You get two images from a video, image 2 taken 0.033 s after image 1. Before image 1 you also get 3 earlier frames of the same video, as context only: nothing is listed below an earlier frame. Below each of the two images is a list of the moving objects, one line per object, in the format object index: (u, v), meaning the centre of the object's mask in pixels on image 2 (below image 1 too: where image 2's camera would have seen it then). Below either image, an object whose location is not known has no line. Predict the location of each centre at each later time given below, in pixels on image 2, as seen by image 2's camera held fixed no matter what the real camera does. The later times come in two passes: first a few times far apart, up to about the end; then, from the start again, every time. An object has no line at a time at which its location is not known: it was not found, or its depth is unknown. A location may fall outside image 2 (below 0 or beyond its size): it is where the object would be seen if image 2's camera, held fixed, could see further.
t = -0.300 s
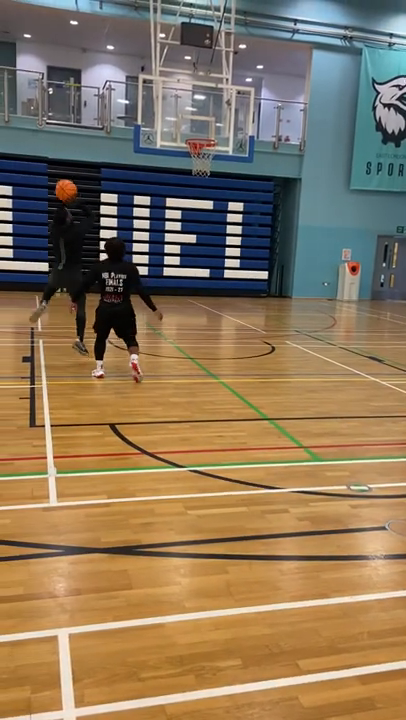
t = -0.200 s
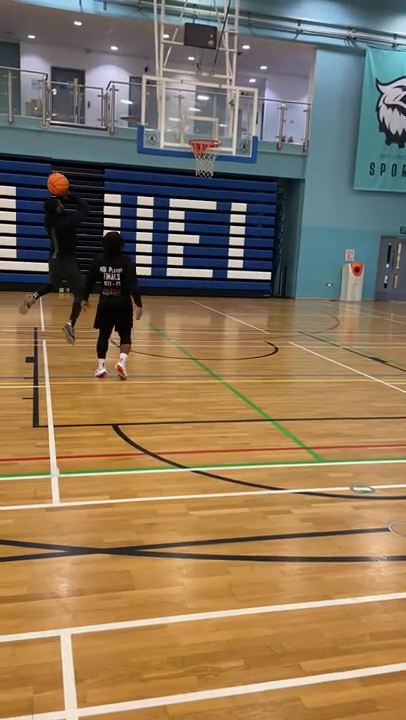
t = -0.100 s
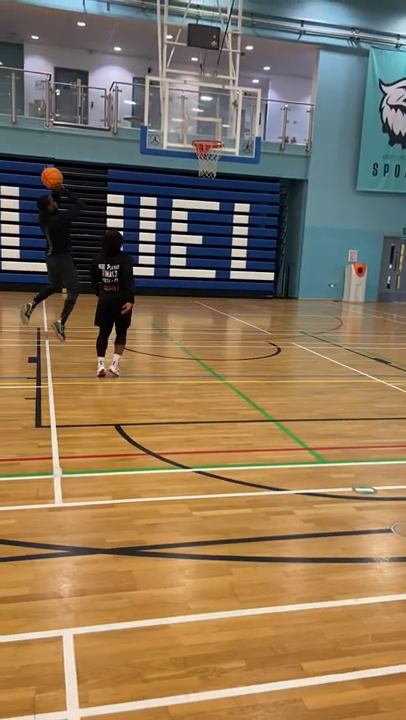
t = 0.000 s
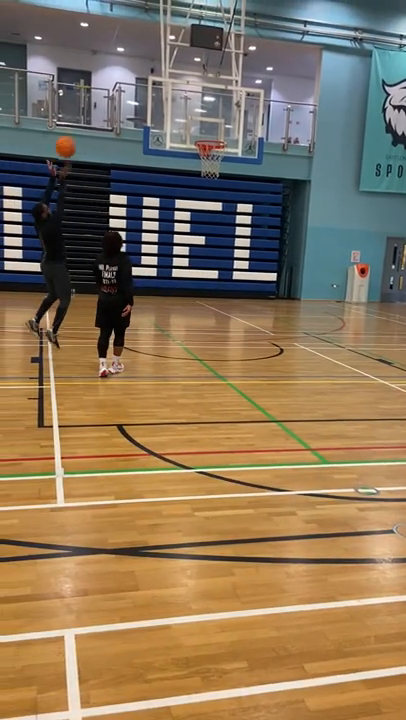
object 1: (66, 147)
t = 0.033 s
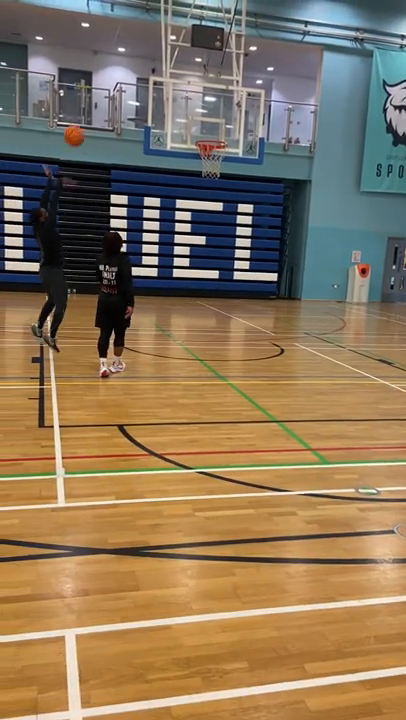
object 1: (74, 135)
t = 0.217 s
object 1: (115, 94)
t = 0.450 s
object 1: (158, 85)
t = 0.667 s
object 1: (192, 113)
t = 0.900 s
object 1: (217, 142)
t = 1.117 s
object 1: (213, 146)
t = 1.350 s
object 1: (220, 155)
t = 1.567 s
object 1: (207, 170)
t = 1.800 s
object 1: (191, 217)
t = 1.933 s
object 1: (181, 260)
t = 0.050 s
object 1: (78, 131)
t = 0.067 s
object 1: (82, 126)
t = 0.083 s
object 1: (86, 121)
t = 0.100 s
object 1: (89, 117)
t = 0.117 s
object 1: (93, 113)
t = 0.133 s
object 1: (97, 109)
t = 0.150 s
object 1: (101, 105)
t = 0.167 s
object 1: (104, 102)
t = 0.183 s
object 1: (108, 99)
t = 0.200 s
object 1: (111, 97)
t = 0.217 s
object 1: (115, 94)
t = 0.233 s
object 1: (118, 92)
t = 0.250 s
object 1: (121, 90)
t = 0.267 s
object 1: (125, 88)
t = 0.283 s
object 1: (128, 87)
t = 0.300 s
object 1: (131, 86)
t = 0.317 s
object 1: (134, 85)
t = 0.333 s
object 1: (138, 84)
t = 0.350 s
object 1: (141, 84)
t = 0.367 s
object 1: (144, 84)
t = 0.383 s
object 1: (146, 84)
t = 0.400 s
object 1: (150, 84)
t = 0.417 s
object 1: (153, 84)
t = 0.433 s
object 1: (155, 85)
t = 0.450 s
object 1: (158, 85)
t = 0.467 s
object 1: (161, 87)
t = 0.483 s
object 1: (164, 88)
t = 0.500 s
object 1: (167, 89)
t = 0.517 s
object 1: (170, 91)
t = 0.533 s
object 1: (172, 92)
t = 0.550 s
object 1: (175, 95)
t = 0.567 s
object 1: (177, 97)
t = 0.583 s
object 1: (180, 99)
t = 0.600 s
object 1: (182, 102)
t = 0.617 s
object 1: (185, 104)
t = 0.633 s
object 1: (187, 107)
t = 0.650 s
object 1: (190, 110)
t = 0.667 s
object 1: (192, 113)
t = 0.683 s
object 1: (194, 117)
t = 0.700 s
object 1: (196, 120)
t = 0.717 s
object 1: (199, 124)
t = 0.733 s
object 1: (201, 127)
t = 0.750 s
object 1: (203, 132)
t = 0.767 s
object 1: (205, 135)
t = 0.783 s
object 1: (208, 137)
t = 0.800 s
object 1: (210, 138)
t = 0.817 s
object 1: (213, 139)
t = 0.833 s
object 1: (216, 138)
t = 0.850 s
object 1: (217, 143)
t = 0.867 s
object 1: (217, 142)
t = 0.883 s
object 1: (217, 142)
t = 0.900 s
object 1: (217, 142)
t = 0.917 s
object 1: (216, 138)
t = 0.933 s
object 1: (213, 141)
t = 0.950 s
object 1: (210, 140)
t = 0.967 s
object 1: (209, 140)
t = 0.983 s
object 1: (206, 140)
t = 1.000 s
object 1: (206, 140)
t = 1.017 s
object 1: (205, 140)
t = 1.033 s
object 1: (206, 141)
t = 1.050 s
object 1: (207, 142)
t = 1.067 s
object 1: (208, 142)
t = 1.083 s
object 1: (209, 144)
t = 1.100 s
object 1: (211, 144)
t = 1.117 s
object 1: (213, 146)
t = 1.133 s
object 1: (215, 147)
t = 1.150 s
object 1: (218, 149)
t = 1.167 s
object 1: (219, 149)
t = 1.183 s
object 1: (220, 150)
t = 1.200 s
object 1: (220, 150)
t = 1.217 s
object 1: (221, 151)
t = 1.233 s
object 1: (221, 152)
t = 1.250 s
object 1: (222, 153)
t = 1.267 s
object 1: (222, 154)
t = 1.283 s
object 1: (222, 154)
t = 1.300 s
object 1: (222, 154)
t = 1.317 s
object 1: (222, 155)
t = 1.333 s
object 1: (221, 155)
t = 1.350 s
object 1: (220, 155)
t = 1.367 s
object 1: (219, 155)
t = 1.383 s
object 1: (219, 156)
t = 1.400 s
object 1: (218, 157)
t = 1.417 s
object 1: (216, 157)
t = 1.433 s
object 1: (216, 158)
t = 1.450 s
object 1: (215, 158)
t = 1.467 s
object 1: (213, 158)
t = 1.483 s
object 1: (212, 160)
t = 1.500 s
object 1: (211, 162)
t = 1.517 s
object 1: (210, 164)
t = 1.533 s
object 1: (209, 167)
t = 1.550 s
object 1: (208, 169)
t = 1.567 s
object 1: (207, 170)
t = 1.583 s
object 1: (206, 172)
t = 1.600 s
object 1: (205, 174)
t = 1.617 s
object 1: (203, 177)
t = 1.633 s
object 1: (202, 180)
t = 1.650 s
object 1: (201, 182)
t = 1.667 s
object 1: (200, 186)
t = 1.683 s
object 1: (199, 189)
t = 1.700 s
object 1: (197, 192)
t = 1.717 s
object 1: (196, 196)
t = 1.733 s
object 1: (195, 199)
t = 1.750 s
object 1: (194, 204)
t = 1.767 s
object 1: (193, 208)
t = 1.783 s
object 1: (192, 213)
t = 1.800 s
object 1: (191, 217)
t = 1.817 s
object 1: (189, 222)
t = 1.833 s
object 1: (188, 227)
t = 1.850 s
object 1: (187, 232)
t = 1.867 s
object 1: (186, 238)
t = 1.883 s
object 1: (184, 242)
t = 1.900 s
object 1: (183, 248)
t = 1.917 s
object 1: (182, 253)
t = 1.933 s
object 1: (181, 260)
